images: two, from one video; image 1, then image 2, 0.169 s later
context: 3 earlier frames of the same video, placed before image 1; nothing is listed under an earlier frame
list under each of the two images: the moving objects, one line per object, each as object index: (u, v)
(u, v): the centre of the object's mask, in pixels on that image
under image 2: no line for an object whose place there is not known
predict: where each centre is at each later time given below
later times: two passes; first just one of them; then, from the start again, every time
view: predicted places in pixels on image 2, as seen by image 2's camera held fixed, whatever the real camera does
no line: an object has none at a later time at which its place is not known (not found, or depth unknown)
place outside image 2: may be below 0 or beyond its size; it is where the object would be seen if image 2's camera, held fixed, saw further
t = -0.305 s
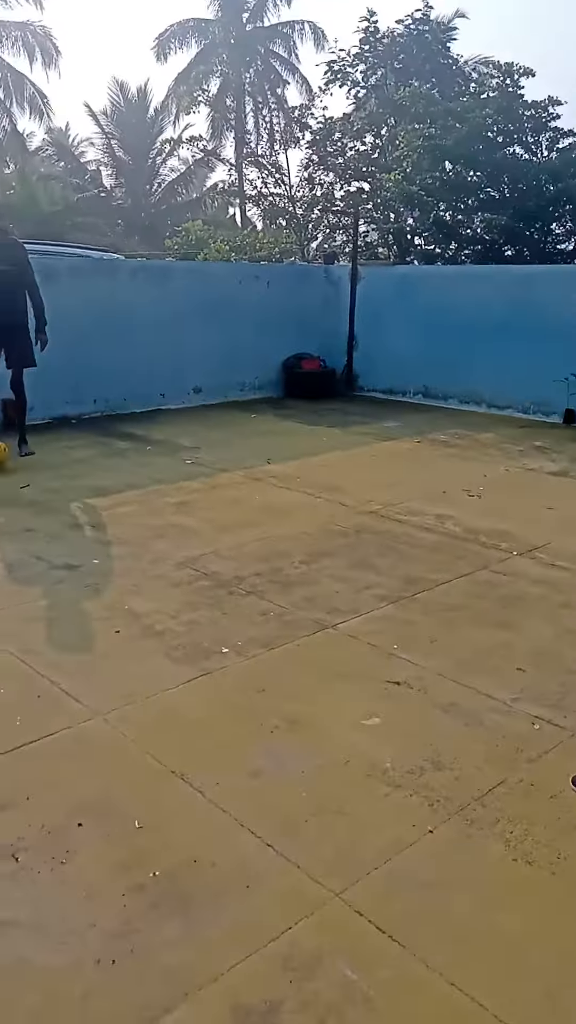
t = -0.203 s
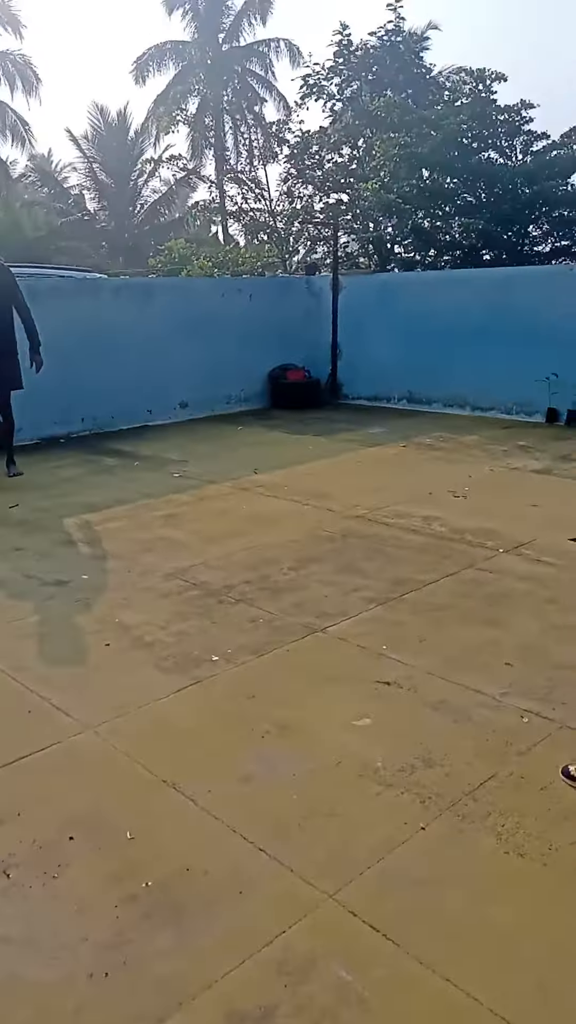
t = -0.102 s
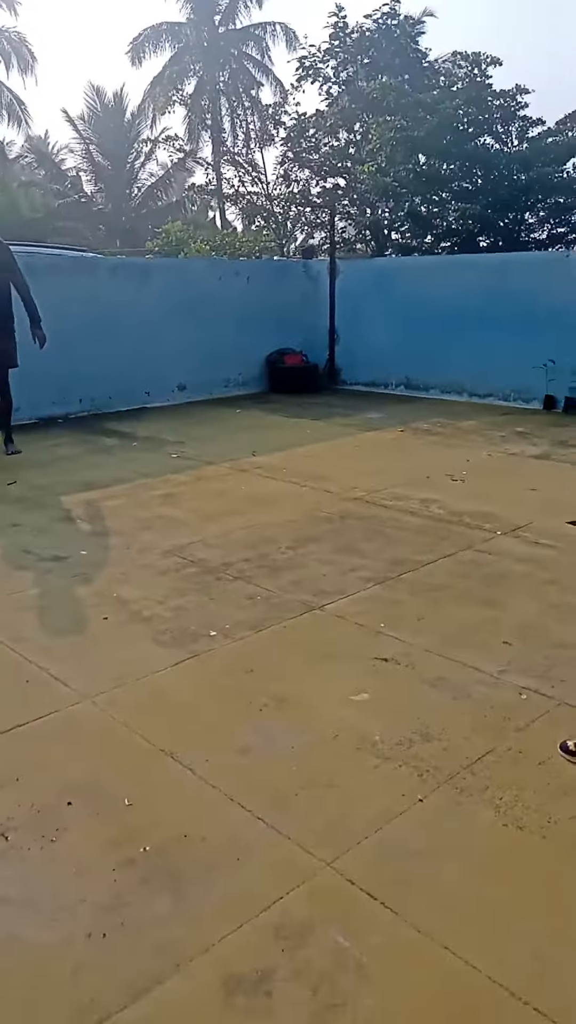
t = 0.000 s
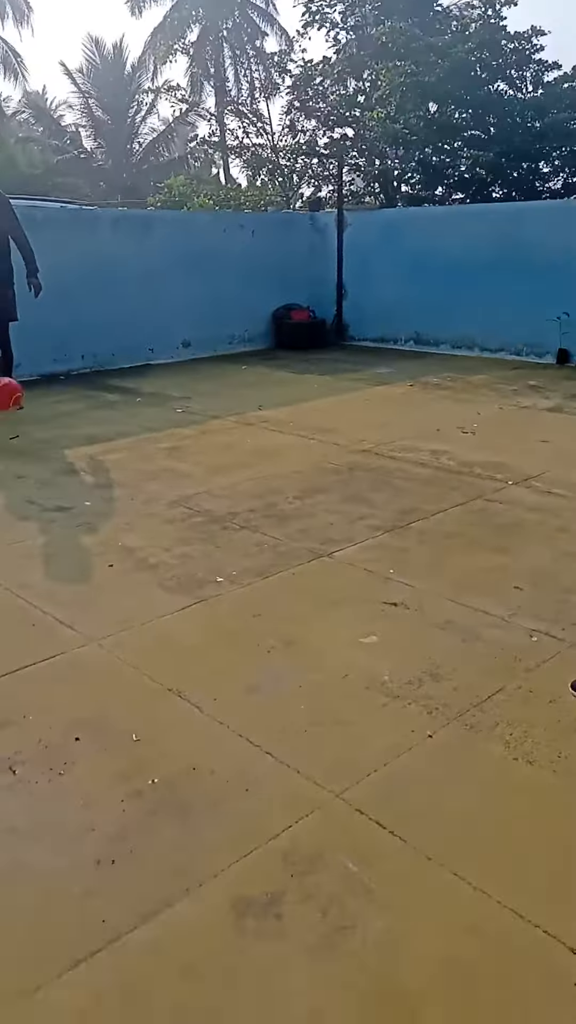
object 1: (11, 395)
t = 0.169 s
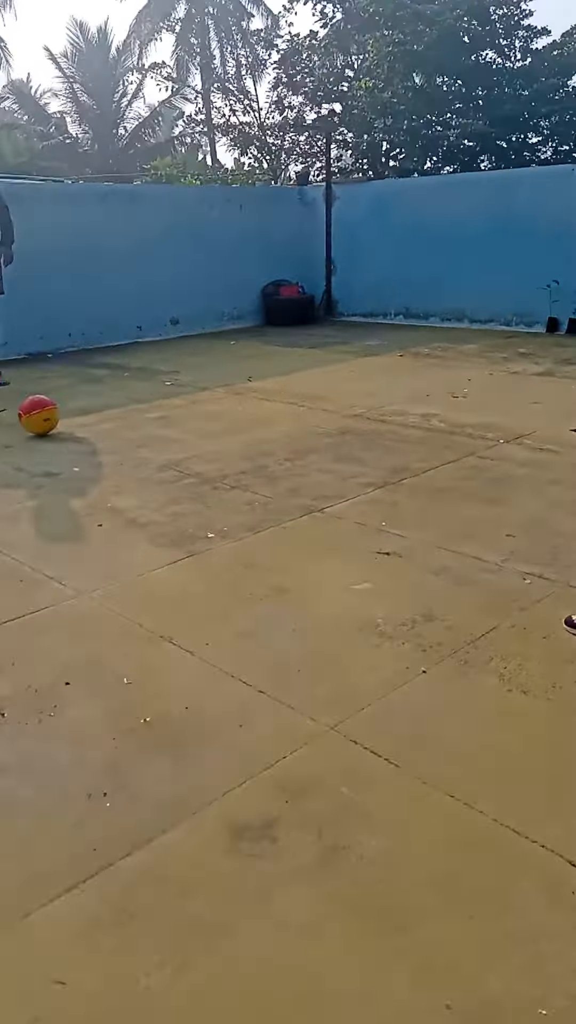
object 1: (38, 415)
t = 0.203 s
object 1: (43, 412)
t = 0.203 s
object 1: (43, 412)
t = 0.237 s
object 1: (48, 405)
